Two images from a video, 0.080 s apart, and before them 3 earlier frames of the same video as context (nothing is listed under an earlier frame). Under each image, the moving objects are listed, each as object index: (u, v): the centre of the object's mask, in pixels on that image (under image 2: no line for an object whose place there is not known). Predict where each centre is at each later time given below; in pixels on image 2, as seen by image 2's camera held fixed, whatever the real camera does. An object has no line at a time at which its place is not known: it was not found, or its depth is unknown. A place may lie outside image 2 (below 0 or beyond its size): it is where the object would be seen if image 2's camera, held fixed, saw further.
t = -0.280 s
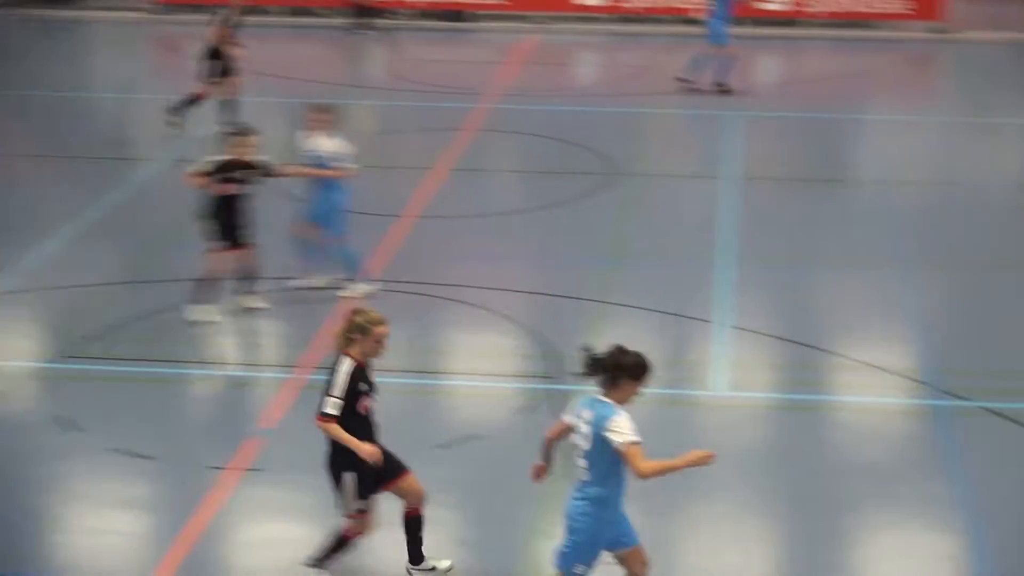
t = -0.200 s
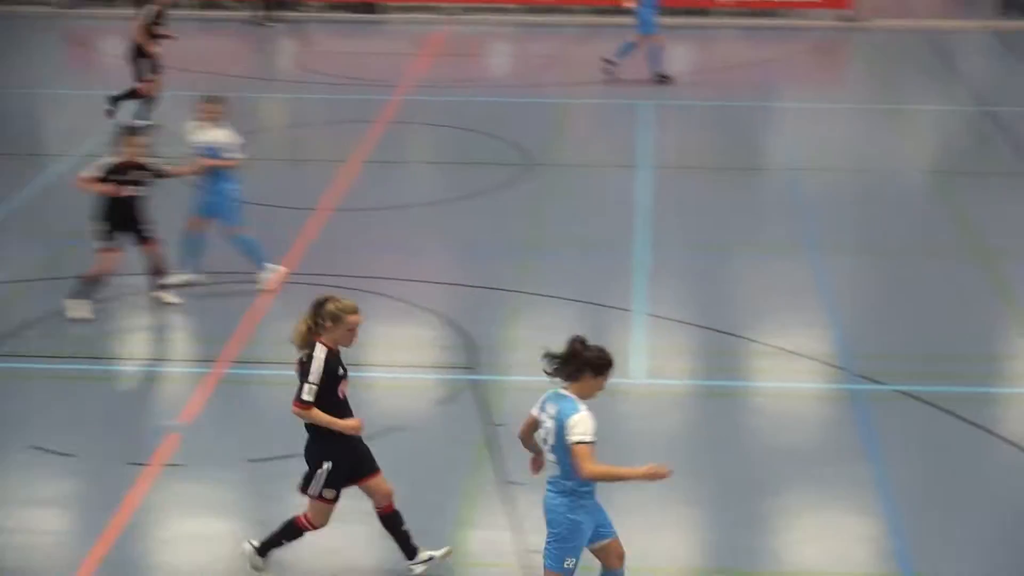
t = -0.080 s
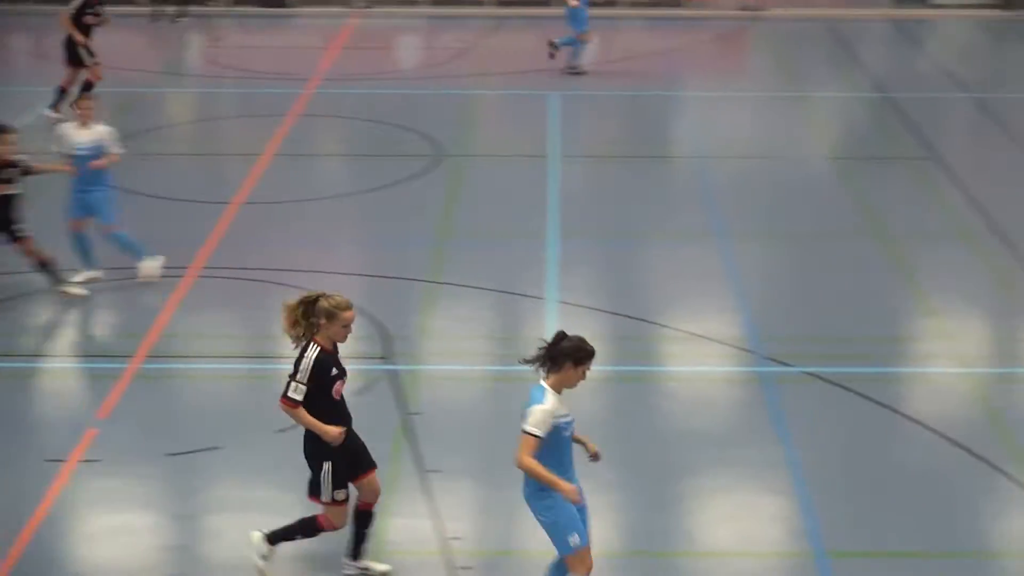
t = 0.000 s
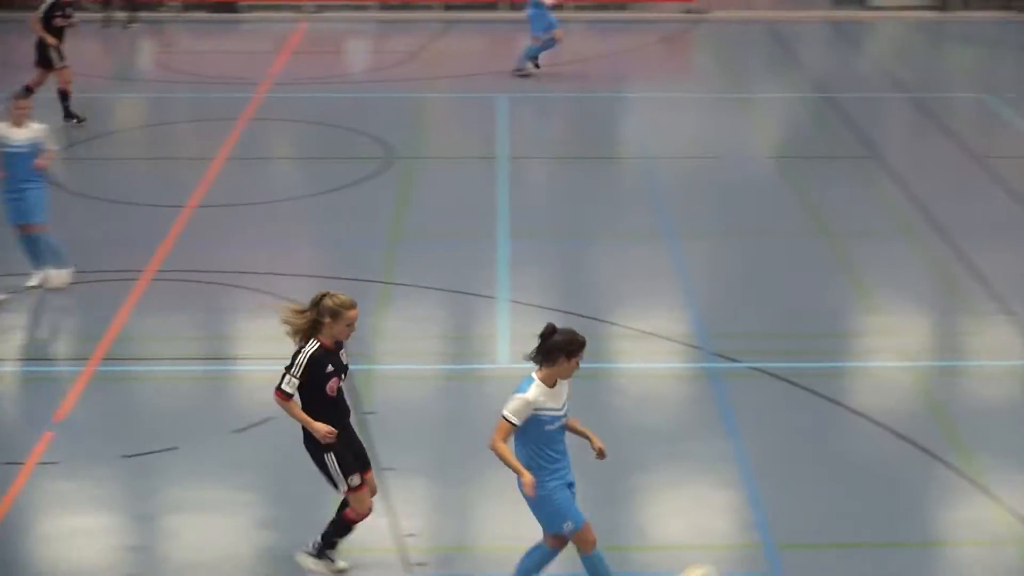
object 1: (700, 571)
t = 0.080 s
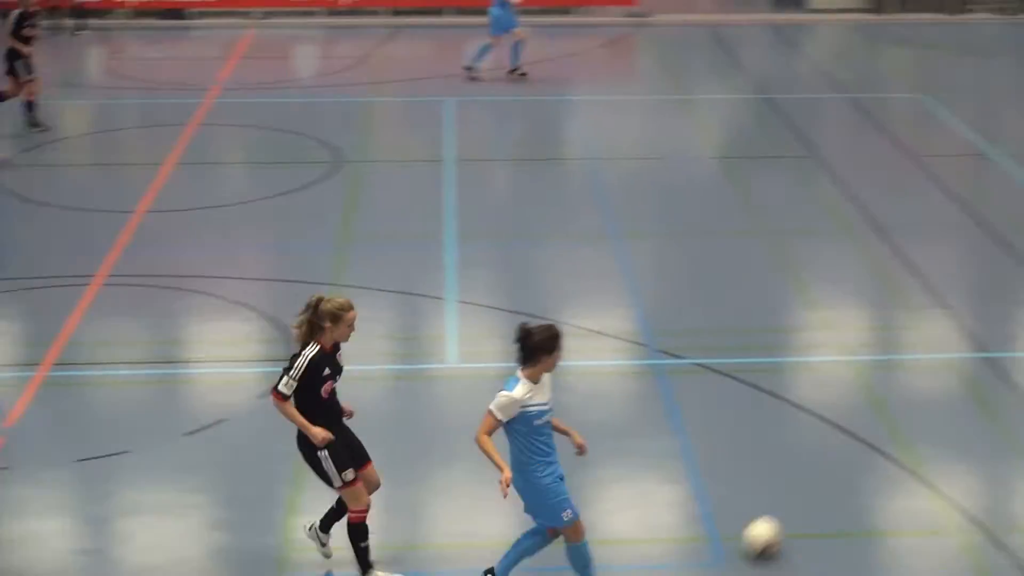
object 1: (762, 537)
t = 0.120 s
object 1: (816, 518)
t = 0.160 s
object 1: (868, 504)
